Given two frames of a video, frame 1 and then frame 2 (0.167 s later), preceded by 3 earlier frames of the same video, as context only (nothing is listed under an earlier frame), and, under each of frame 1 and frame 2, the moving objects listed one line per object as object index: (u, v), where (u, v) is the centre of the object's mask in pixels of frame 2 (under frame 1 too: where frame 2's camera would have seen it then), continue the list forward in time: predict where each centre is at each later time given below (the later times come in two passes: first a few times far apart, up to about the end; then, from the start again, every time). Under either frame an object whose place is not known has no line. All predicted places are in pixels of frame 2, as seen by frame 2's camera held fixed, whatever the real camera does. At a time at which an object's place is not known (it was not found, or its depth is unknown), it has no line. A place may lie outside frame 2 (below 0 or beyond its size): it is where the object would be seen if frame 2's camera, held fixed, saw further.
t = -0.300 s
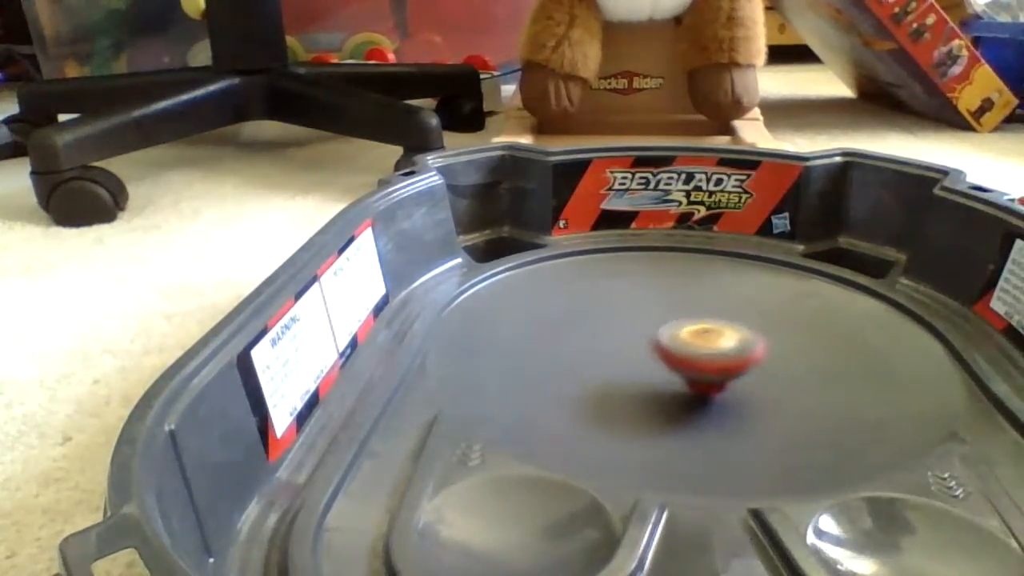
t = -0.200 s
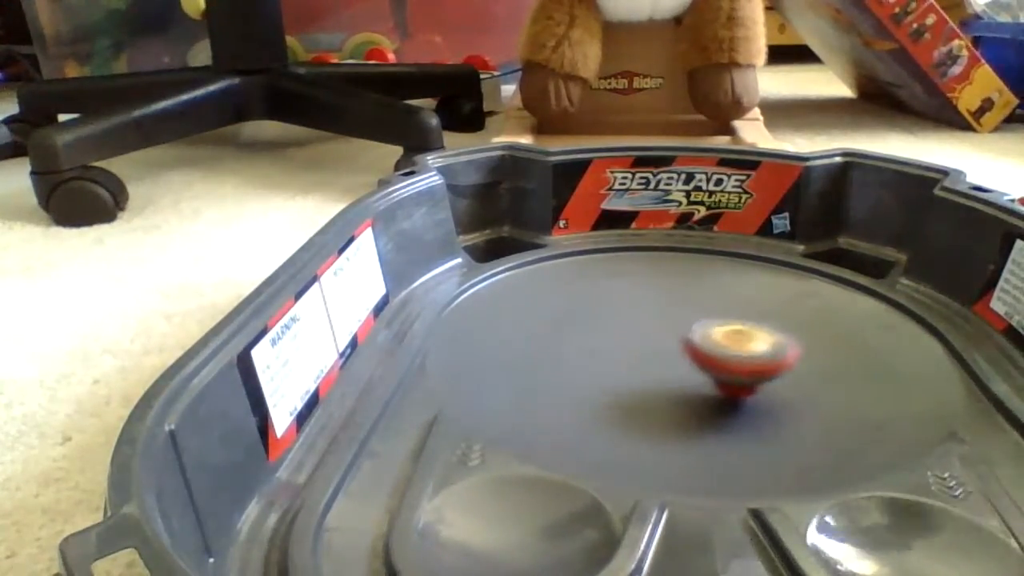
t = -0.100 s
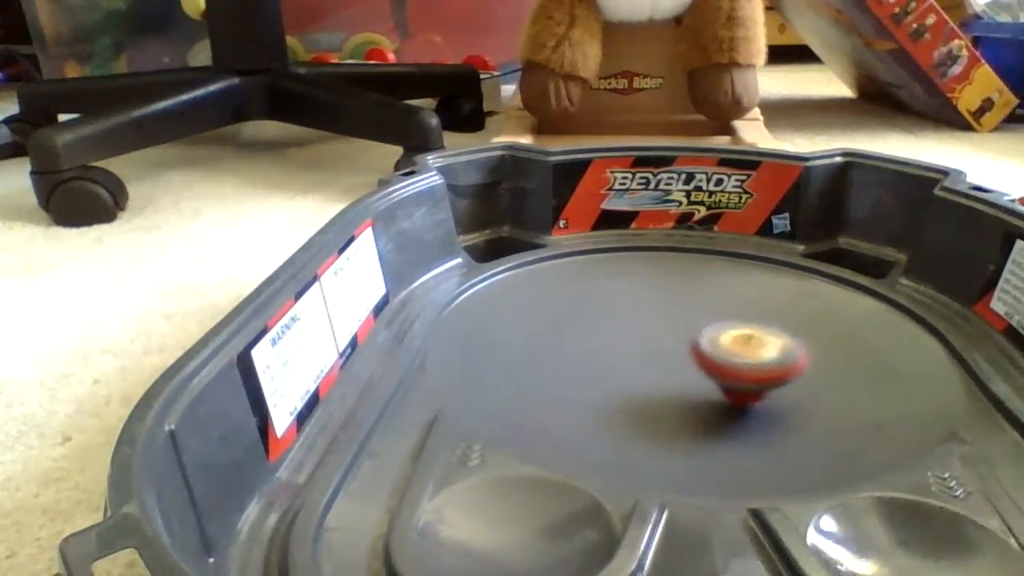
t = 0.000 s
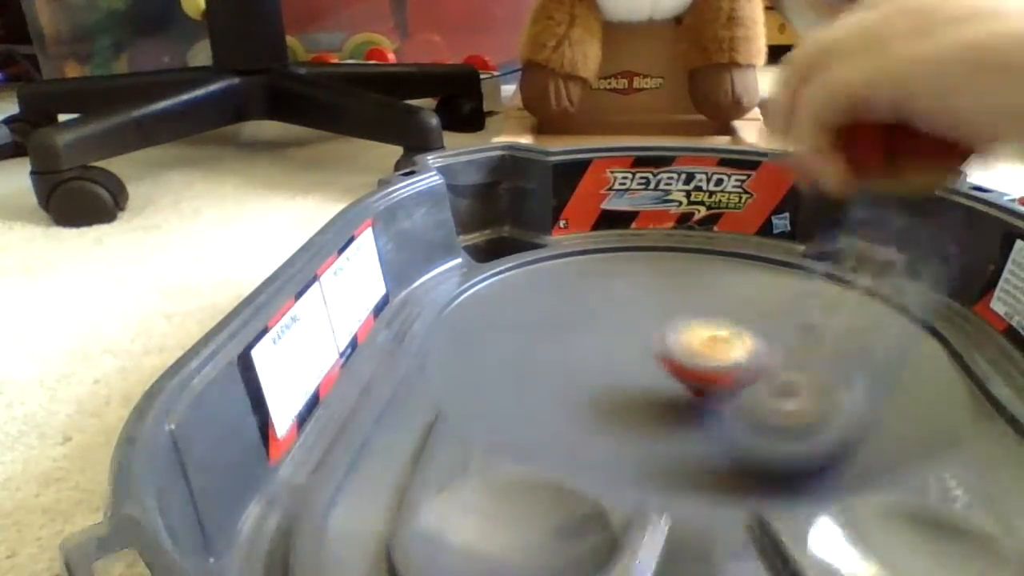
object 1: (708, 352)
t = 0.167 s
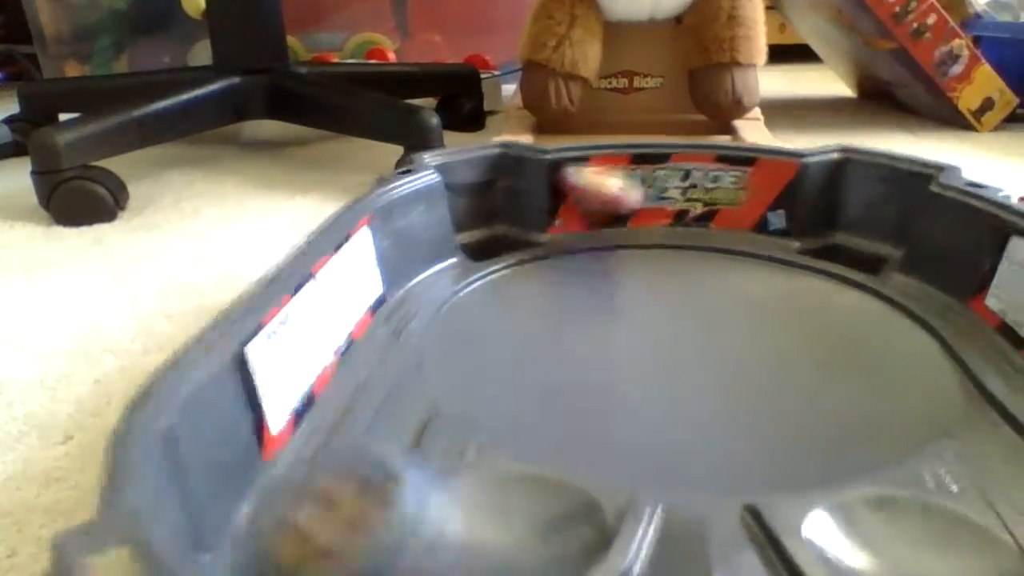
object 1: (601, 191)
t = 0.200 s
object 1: (599, 188)
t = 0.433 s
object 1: (608, 298)
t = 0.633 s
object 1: (819, 340)
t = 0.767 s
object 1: (923, 316)
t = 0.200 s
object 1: (599, 188)
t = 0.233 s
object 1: (597, 198)
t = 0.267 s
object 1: (596, 220)
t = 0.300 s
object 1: (595, 235)
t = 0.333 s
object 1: (599, 250)
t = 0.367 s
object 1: (602, 266)
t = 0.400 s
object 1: (605, 282)
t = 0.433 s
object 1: (608, 298)
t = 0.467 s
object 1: (612, 314)
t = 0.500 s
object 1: (619, 327)
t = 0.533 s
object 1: (664, 335)
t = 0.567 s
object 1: (721, 341)
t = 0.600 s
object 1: (775, 344)
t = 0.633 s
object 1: (819, 340)
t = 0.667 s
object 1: (856, 336)
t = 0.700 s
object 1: (889, 331)
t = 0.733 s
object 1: (911, 323)
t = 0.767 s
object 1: (923, 316)
